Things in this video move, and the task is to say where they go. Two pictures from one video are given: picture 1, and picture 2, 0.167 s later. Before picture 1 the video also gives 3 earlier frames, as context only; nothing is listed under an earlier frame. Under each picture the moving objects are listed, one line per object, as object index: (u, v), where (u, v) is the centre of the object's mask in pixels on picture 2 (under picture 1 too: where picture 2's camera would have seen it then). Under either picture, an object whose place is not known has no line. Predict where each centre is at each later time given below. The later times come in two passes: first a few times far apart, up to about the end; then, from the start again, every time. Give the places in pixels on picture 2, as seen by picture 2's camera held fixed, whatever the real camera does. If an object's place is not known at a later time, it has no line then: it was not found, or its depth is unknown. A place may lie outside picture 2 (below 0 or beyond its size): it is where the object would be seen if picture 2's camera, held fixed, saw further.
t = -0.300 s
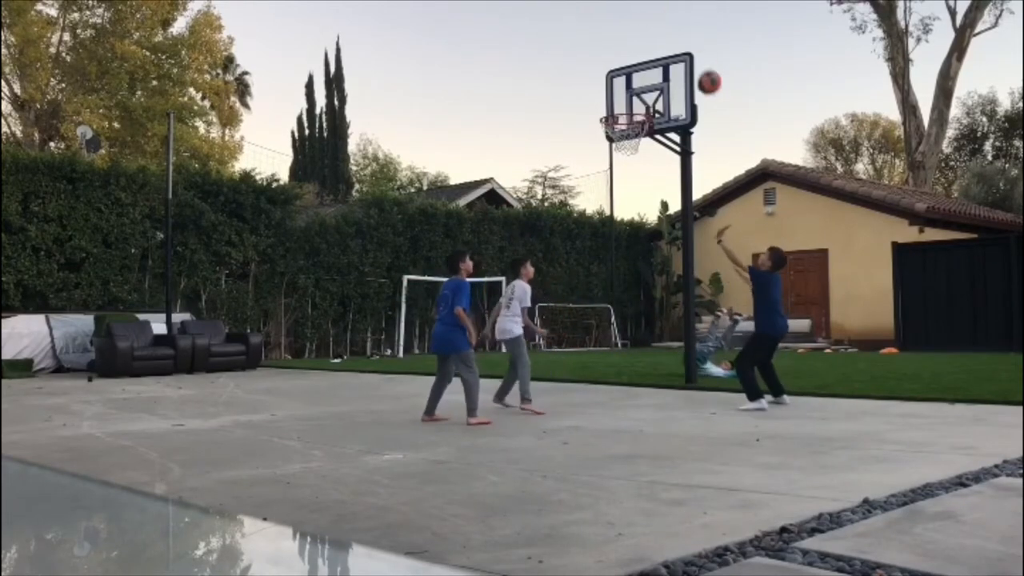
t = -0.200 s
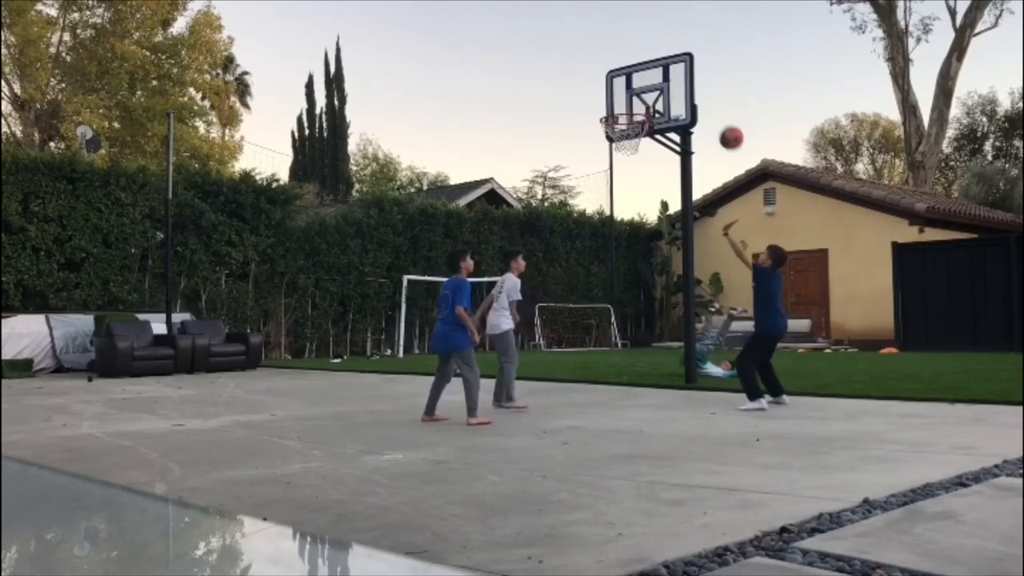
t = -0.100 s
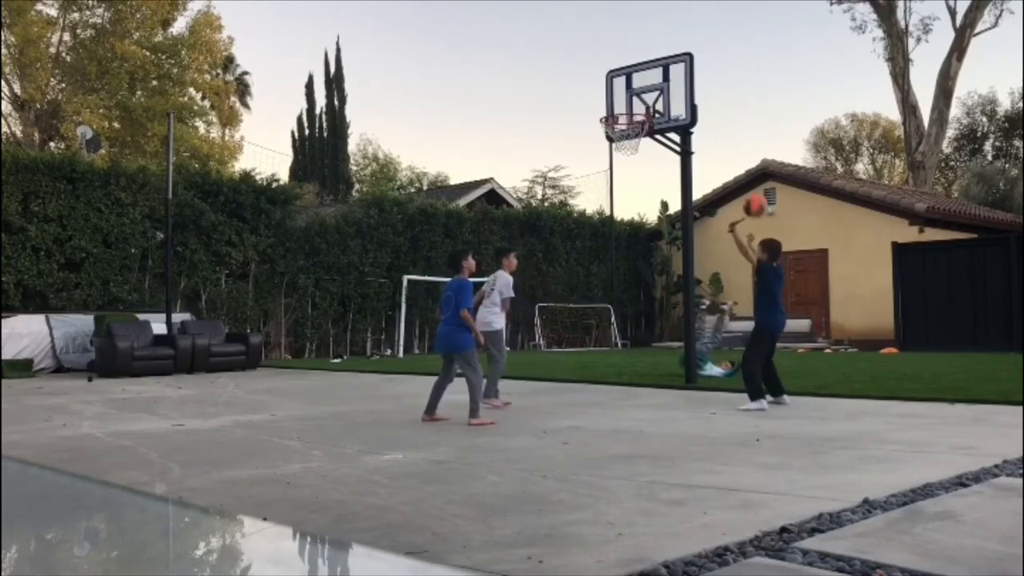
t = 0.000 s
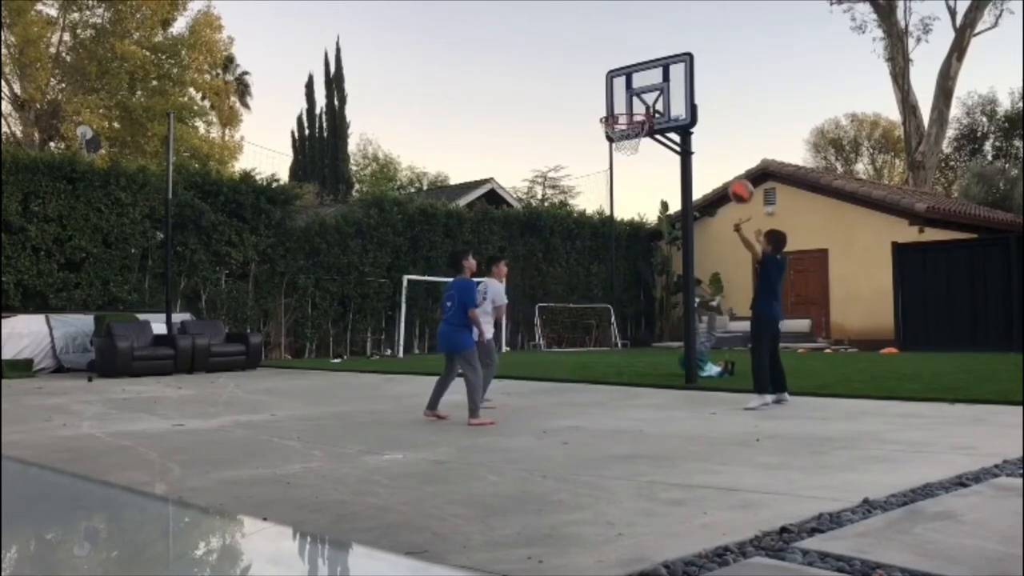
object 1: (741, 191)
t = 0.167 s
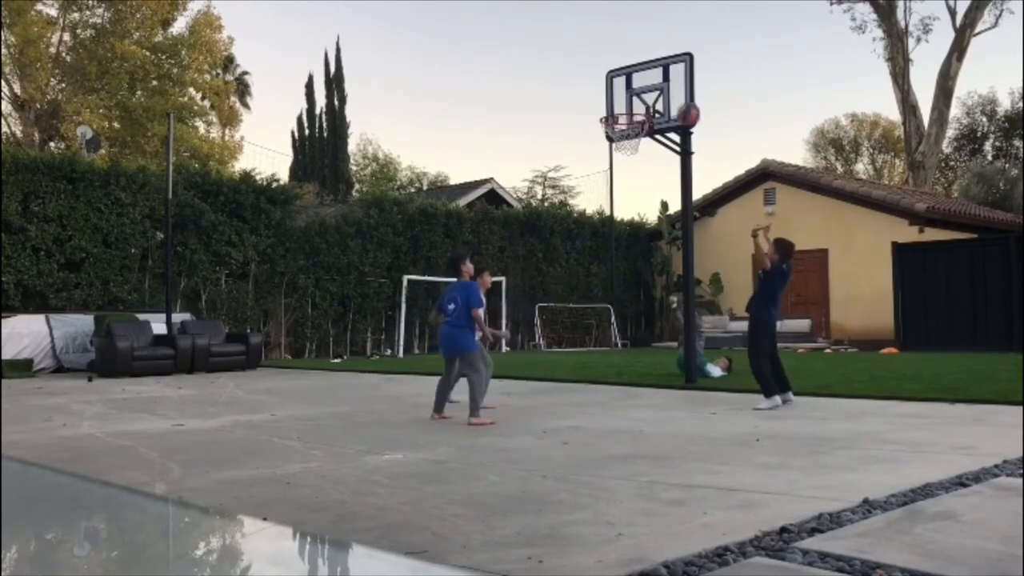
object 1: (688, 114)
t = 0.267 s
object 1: (658, 84)
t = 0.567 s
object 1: (574, 63)
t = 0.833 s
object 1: (506, 123)
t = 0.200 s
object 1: (678, 103)
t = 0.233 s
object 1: (668, 92)
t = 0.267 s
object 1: (658, 84)
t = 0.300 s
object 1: (648, 78)
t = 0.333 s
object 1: (638, 71)
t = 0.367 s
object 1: (629, 65)
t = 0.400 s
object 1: (619, 62)
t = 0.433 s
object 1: (610, 60)
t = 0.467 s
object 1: (601, 59)
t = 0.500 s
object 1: (592, 59)
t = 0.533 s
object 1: (583, 60)
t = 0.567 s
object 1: (574, 63)
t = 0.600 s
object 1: (565, 66)
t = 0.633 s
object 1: (556, 71)
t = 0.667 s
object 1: (548, 77)
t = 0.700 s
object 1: (539, 84)
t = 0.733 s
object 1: (531, 92)
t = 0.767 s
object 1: (522, 102)
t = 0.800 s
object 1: (514, 112)
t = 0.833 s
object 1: (506, 123)
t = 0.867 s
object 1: (498, 136)
